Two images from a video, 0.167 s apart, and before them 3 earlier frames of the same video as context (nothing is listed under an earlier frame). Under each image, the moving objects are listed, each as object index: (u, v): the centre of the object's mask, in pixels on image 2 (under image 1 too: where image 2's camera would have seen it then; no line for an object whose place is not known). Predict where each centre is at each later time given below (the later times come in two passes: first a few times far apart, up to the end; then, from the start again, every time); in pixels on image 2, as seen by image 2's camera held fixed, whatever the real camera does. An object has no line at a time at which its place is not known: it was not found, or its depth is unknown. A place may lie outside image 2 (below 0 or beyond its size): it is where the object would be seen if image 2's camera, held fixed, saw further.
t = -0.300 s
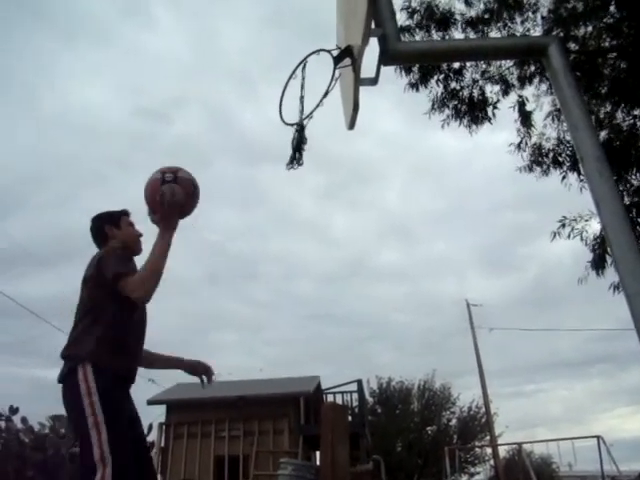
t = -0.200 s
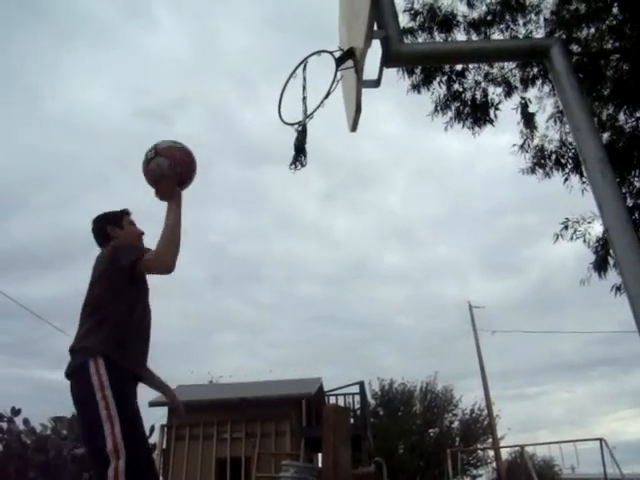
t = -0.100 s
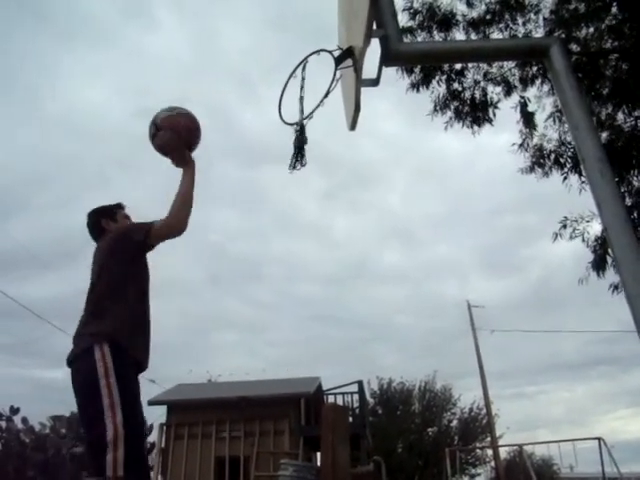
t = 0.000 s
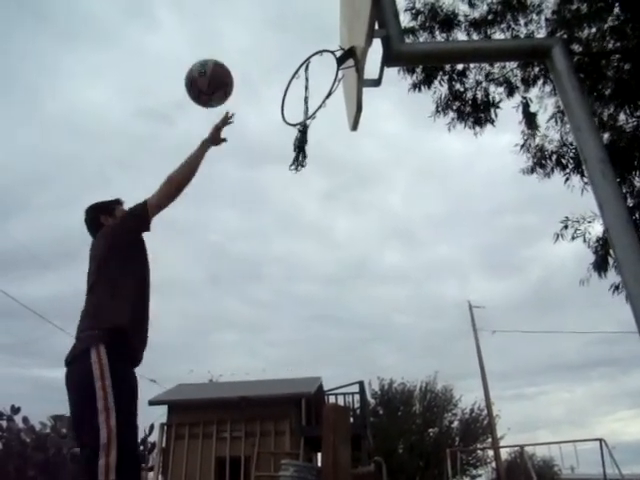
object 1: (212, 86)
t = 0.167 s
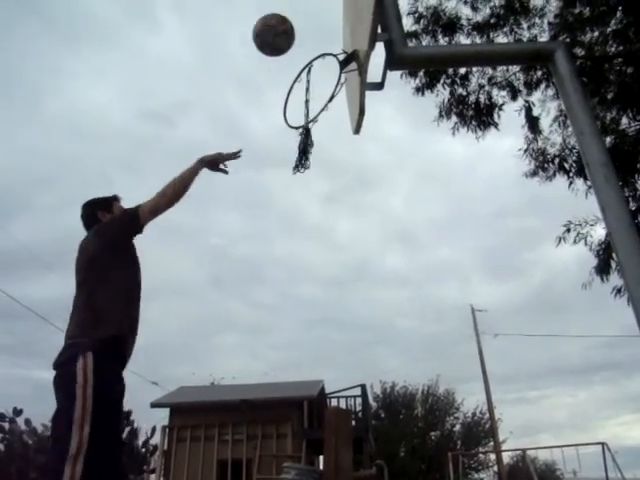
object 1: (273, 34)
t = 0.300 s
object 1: (314, 24)
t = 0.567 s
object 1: (302, 54)
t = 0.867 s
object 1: (222, 148)
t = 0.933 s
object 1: (201, 184)
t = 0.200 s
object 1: (284, 30)
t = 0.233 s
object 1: (294, 26)
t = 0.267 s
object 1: (305, 25)
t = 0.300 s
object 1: (314, 24)
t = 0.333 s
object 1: (324, 25)
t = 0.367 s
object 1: (333, 27)
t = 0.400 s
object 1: (337, 31)
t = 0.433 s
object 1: (330, 36)
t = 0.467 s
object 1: (323, 38)
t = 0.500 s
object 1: (316, 42)
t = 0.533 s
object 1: (309, 47)
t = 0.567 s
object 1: (302, 54)
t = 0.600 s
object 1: (294, 61)
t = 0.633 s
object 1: (287, 71)
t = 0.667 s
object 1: (280, 82)
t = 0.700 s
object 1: (271, 91)
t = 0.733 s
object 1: (262, 99)
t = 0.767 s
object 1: (252, 109)
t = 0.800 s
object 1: (242, 120)
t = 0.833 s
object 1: (232, 133)
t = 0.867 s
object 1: (222, 148)
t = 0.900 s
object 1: (212, 165)
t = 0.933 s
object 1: (201, 184)
